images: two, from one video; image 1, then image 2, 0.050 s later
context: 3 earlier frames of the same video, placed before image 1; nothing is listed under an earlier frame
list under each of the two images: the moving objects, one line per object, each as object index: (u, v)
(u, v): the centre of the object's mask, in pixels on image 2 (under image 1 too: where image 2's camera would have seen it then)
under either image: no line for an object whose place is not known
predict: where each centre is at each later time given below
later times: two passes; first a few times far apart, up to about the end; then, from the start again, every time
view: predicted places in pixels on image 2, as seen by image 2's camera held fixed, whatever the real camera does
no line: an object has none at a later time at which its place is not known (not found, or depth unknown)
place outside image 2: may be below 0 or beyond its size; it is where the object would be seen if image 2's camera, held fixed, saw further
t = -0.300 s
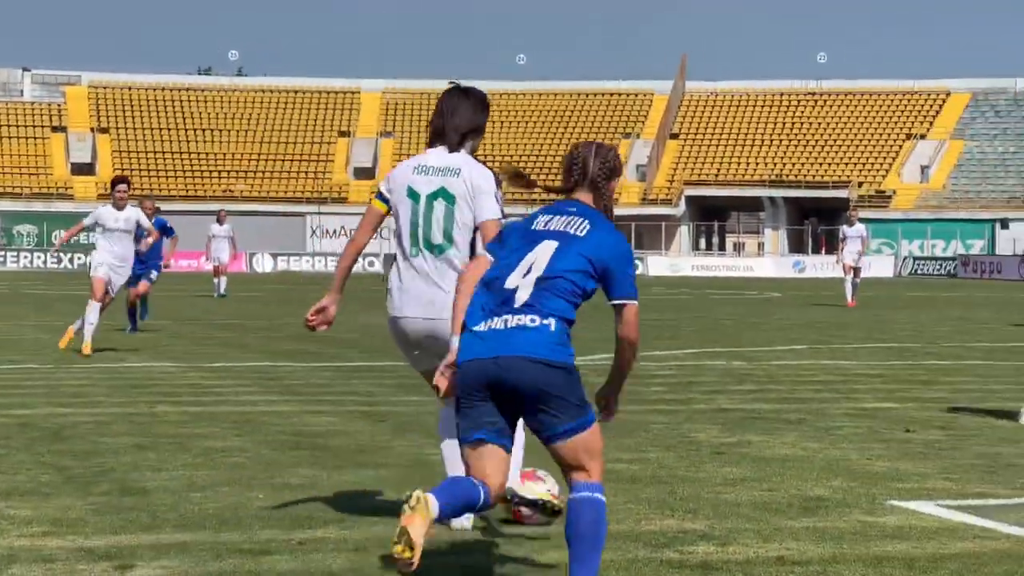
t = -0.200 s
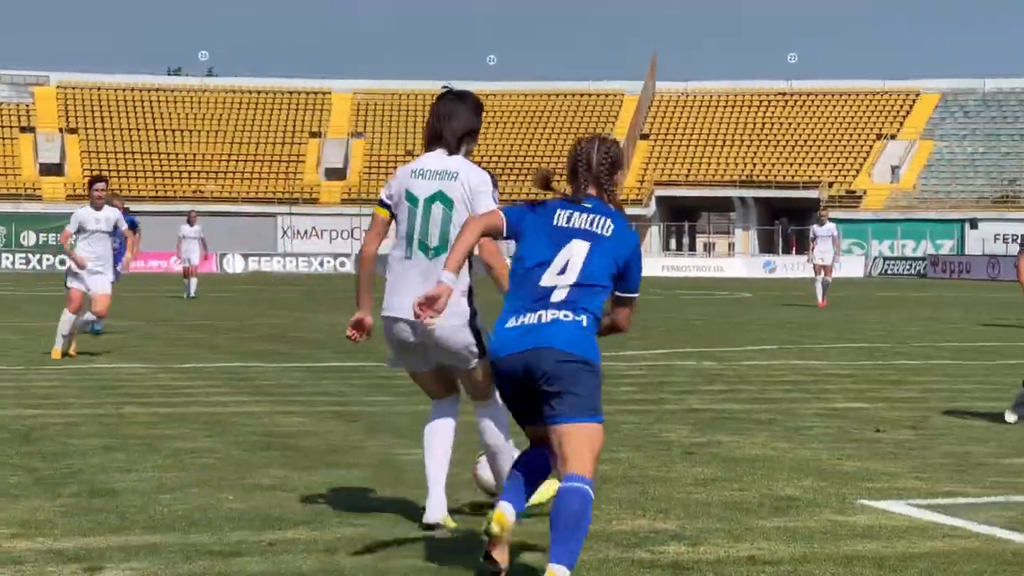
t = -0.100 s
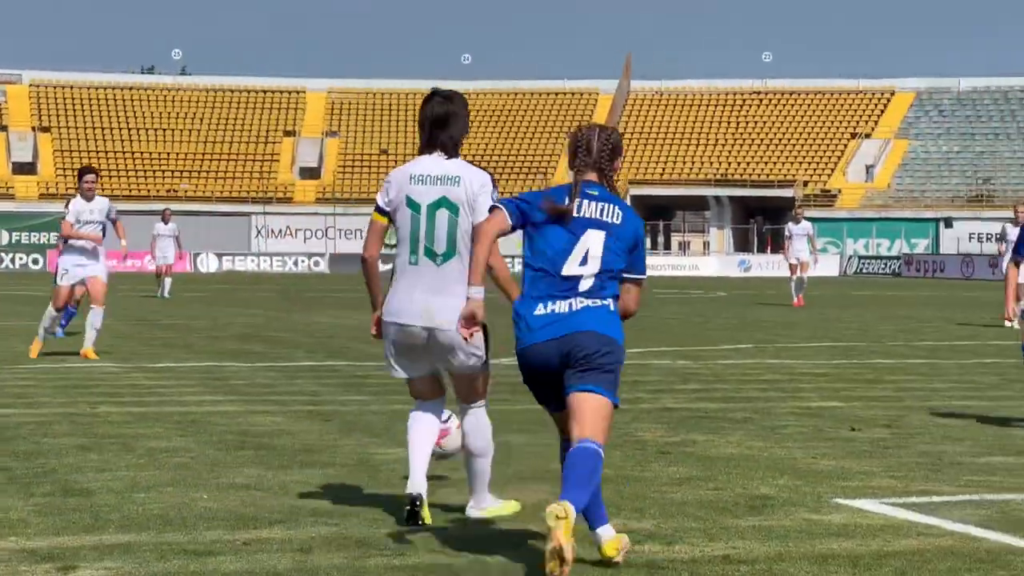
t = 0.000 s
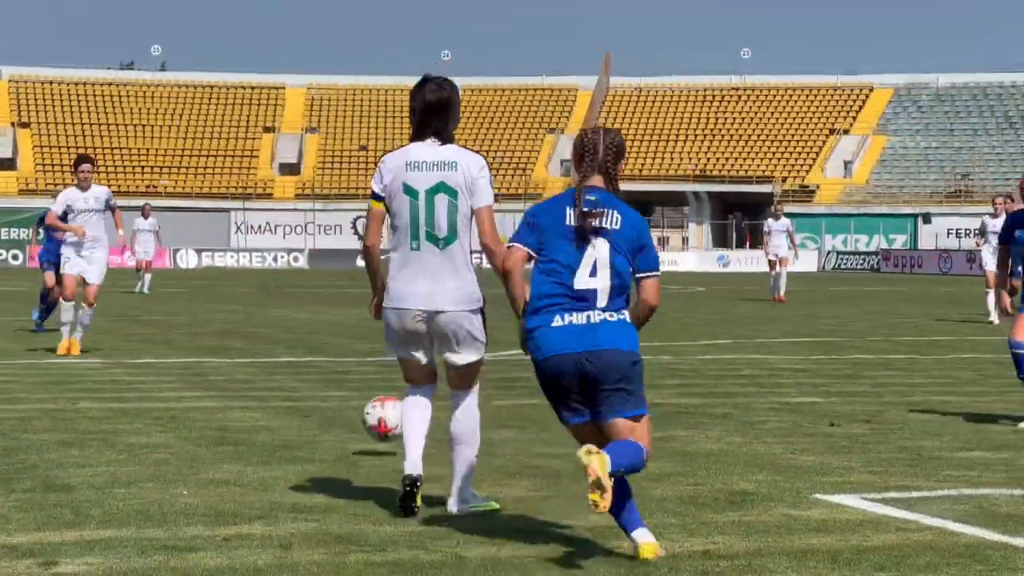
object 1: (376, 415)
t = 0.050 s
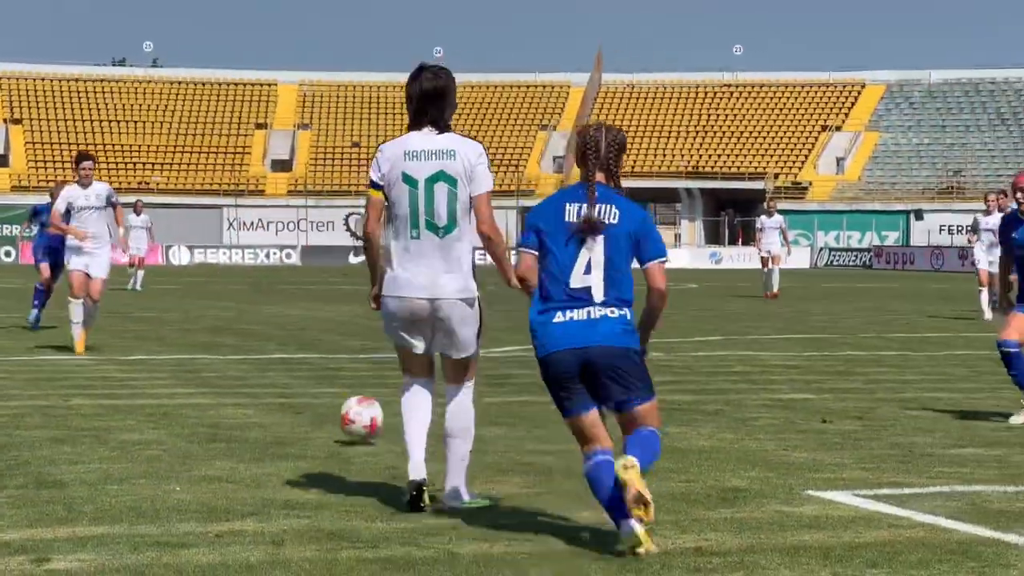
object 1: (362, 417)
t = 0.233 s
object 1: (316, 395)
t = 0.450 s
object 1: (282, 378)
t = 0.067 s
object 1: (356, 419)
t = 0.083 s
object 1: (351, 420)
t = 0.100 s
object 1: (346, 416)
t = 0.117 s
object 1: (343, 413)
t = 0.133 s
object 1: (338, 409)
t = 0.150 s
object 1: (335, 405)
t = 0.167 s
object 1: (332, 402)
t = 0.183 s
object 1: (328, 400)
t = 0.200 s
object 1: (324, 398)
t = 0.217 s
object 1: (320, 396)
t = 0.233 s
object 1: (316, 395)
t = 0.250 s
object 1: (313, 394)
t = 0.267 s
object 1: (310, 395)
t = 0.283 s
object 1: (306, 397)
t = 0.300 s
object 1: (302, 397)
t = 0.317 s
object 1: (299, 398)
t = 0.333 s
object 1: (296, 396)
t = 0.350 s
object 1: (294, 392)
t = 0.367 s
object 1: (293, 389)
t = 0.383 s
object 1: (290, 384)
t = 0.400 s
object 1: (288, 382)
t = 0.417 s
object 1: (286, 380)
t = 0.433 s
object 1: (284, 378)
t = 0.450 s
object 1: (282, 378)
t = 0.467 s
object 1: (280, 377)
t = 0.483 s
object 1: (278, 377)
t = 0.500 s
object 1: (276, 376)
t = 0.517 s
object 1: (274, 378)
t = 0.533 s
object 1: (272, 378)
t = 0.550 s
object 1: (270, 380)
